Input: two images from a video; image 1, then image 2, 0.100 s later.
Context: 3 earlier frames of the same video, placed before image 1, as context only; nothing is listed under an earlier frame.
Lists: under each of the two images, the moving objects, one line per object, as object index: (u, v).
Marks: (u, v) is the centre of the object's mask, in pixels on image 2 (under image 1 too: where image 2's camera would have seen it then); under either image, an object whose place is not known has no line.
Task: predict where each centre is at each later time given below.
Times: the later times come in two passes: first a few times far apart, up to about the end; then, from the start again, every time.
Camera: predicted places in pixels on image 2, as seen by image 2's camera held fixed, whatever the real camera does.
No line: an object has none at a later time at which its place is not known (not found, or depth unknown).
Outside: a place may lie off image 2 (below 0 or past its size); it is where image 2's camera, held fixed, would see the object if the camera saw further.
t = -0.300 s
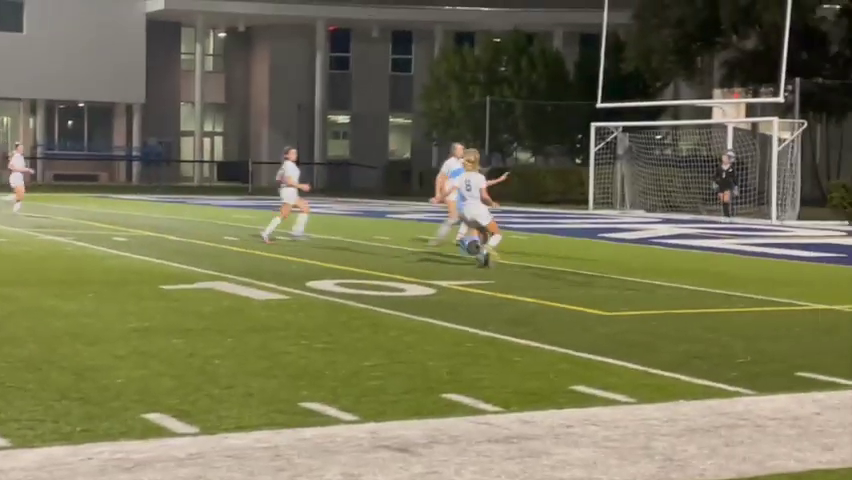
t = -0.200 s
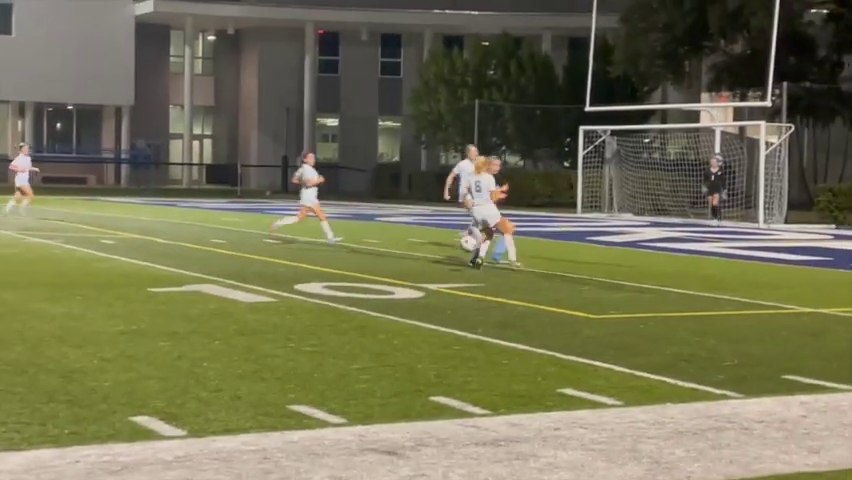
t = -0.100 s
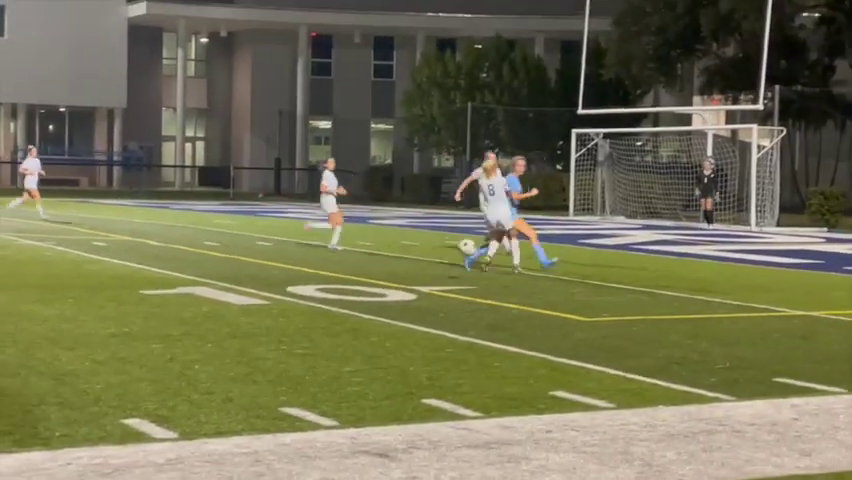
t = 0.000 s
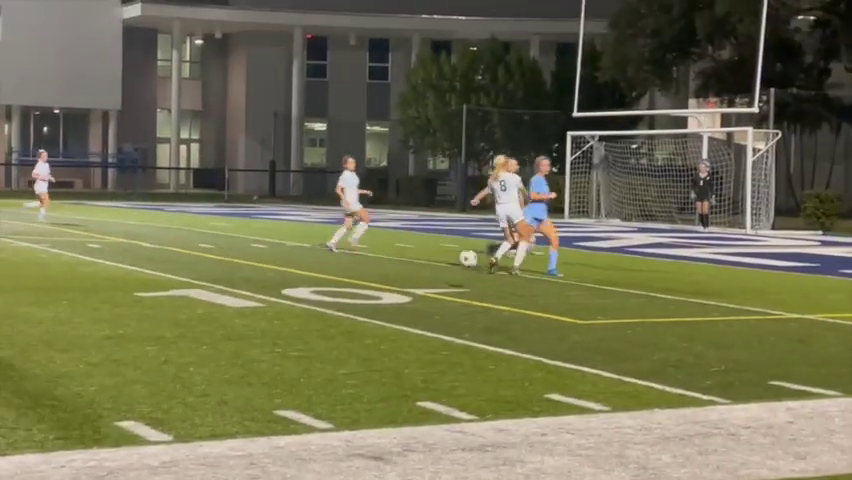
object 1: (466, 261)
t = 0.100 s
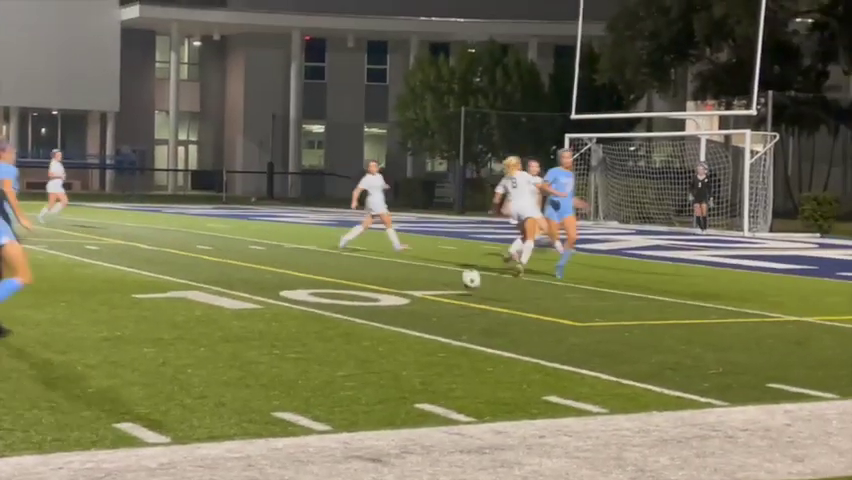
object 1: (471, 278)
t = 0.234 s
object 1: (481, 279)
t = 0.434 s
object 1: (499, 286)
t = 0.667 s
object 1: (525, 304)
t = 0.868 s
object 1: (552, 318)
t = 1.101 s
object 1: (592, 333)
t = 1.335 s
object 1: (637, 355)
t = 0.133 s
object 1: (473, 287)
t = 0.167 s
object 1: (476, 287)
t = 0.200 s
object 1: (478, 283)
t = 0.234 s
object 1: (481, 279)
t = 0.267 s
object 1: (484, 278)
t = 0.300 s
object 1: (487, 278)
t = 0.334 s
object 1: (490, 278)
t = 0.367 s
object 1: (493, 280)
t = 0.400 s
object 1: (496, 282)
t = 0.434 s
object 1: (499, 286)
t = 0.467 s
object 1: (502, 290)
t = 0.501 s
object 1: (505, 298)
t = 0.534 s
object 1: (508, 305)
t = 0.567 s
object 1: (512, 312)
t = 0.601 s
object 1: (515, 309)
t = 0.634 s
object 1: (519, 306)
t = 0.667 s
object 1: (525, 304)
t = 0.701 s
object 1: (529, 303)
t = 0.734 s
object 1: (533, 303)
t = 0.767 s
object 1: (538, 305)
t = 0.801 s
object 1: (543, 308)
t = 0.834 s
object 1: (547, 312)
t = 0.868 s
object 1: (552, 318)
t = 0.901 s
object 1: (557, 324)
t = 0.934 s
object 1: (563, 332)
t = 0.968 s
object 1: (567, 333)
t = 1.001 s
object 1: (573, 331)
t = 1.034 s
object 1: (579, 330)
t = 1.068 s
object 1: (586, 331)
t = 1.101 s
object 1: (592, 333)
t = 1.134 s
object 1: (599, 336)
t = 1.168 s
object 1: (605, 341)
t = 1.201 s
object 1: (611, 347)
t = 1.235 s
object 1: (617, 348)
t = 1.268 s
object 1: (625, 349)
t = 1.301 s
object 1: (630, 351)
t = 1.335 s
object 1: (637, 355)
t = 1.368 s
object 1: (644, 358)
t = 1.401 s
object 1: (652, 361)
